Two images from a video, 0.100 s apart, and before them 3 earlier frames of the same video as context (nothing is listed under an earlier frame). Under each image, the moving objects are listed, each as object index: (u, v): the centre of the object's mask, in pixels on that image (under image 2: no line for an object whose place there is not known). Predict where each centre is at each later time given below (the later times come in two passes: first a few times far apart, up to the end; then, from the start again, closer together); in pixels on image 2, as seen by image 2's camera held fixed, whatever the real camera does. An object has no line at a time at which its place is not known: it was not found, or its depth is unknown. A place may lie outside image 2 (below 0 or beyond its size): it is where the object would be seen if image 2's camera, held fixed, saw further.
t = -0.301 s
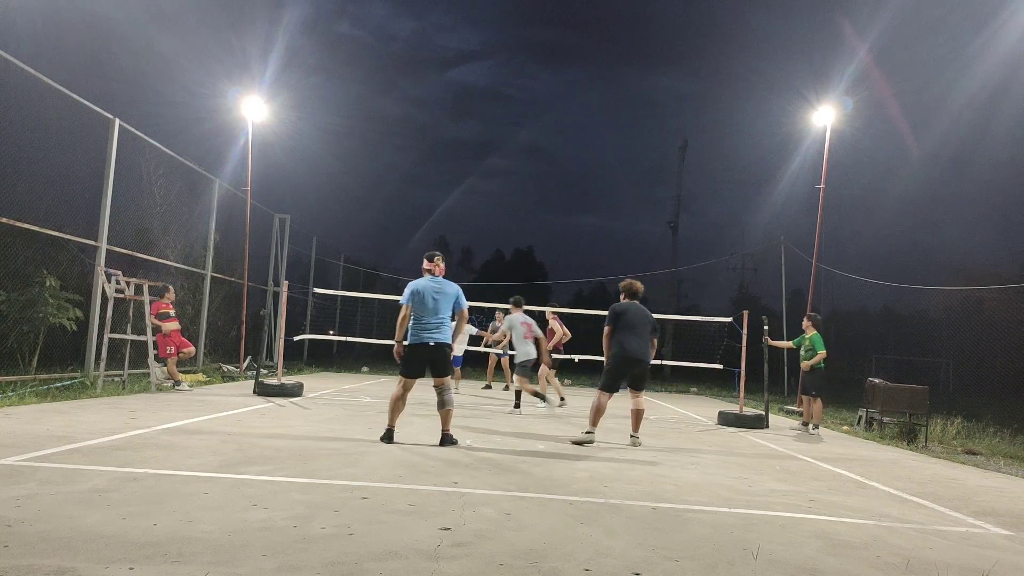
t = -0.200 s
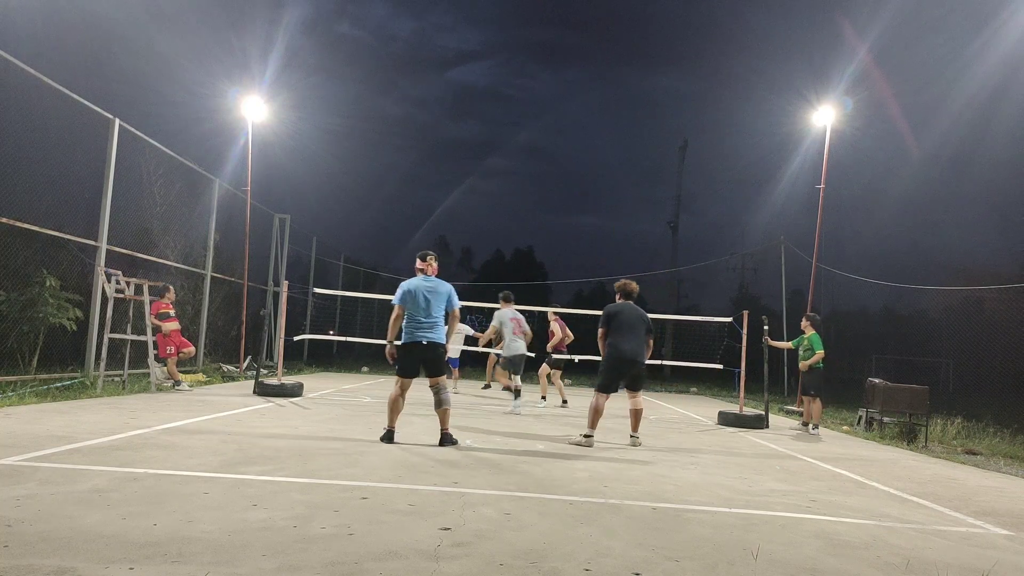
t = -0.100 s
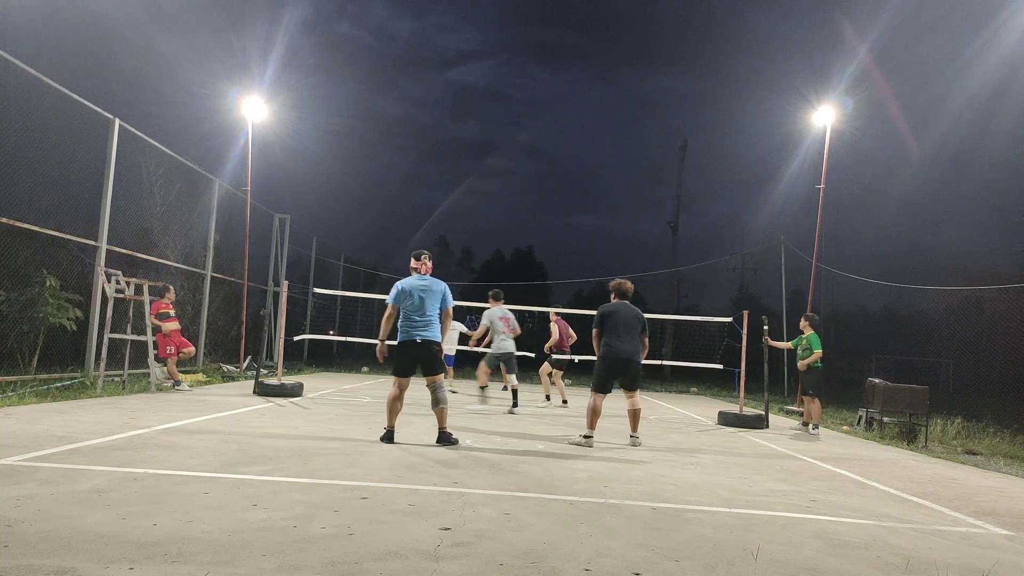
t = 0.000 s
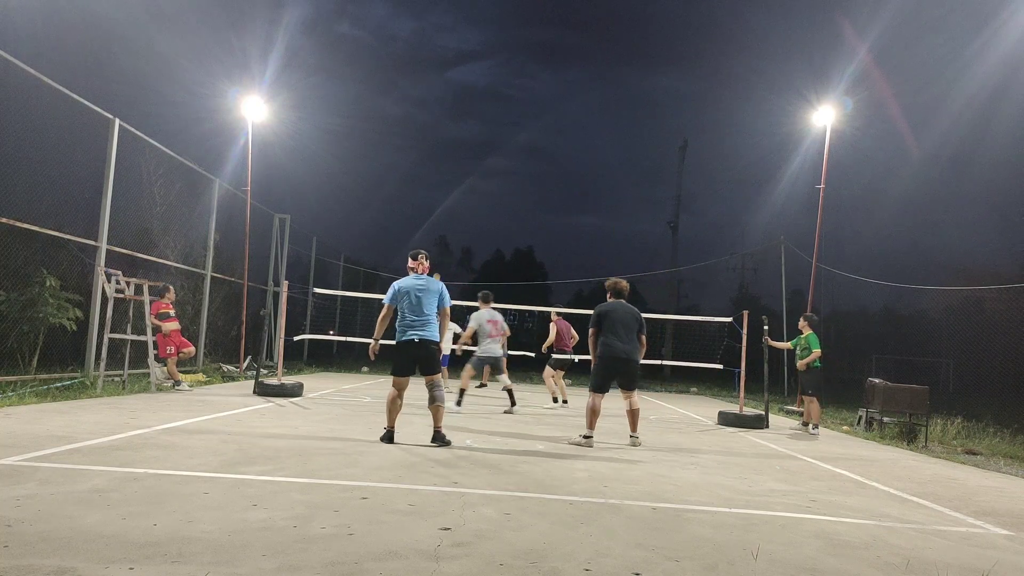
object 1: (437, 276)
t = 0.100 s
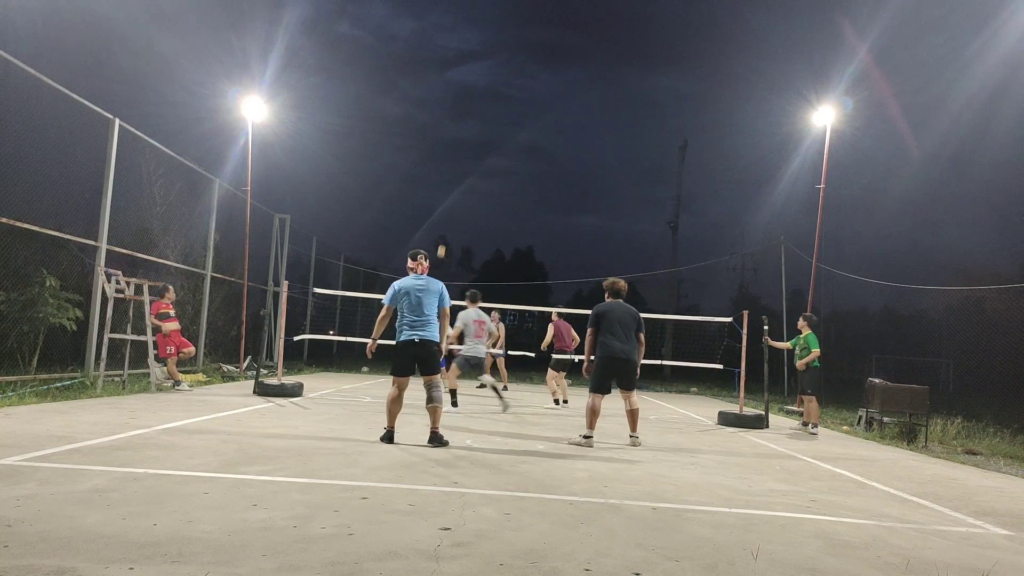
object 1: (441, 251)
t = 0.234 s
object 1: (448, 221)
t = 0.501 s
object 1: (461, 185)
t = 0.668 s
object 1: (469, 182)
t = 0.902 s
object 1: (479, 203)
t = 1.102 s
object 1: (486, 247)
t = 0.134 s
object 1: (443, 243)
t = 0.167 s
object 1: (444, 235)
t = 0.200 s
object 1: (446, 228)
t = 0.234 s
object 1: (448, 221)
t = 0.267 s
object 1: (450, 215)
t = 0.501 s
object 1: (461, 185)
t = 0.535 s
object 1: (463, 183)
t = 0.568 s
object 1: (464, 182)
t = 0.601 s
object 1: (466, 181)
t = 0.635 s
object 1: (468, 181)
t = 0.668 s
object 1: (469, 182)
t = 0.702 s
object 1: (470, 182)
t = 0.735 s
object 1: (472, 184)
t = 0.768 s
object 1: (473, 187)
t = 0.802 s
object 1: (475, 190)
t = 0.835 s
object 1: (476, 193)
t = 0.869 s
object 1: (477, 197)
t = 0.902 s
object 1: (479, 203)
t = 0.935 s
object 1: (480, 209)
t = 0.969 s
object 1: (481, 215)
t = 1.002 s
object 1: (482, 222)
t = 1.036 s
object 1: (483, 230)
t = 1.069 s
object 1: (485, 238)
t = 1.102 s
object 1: (486, 247)
